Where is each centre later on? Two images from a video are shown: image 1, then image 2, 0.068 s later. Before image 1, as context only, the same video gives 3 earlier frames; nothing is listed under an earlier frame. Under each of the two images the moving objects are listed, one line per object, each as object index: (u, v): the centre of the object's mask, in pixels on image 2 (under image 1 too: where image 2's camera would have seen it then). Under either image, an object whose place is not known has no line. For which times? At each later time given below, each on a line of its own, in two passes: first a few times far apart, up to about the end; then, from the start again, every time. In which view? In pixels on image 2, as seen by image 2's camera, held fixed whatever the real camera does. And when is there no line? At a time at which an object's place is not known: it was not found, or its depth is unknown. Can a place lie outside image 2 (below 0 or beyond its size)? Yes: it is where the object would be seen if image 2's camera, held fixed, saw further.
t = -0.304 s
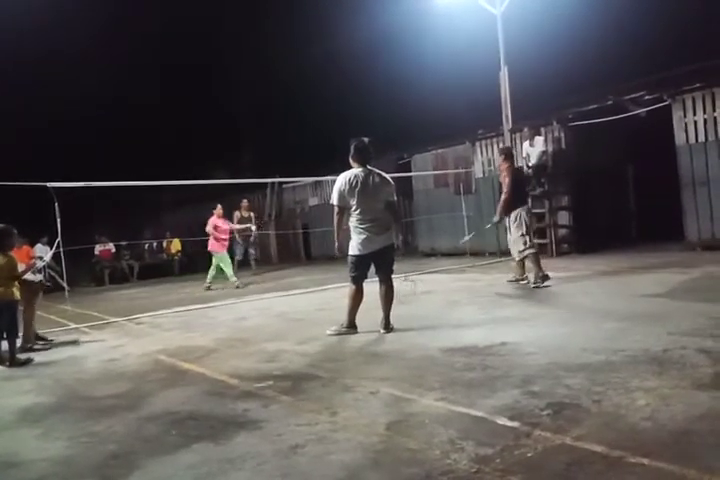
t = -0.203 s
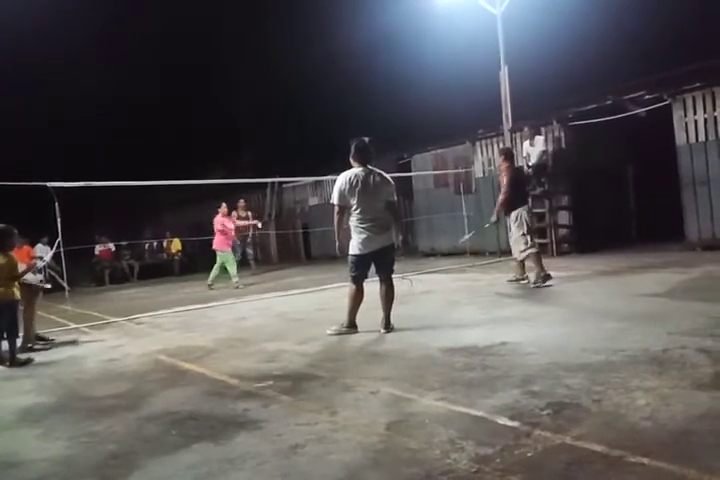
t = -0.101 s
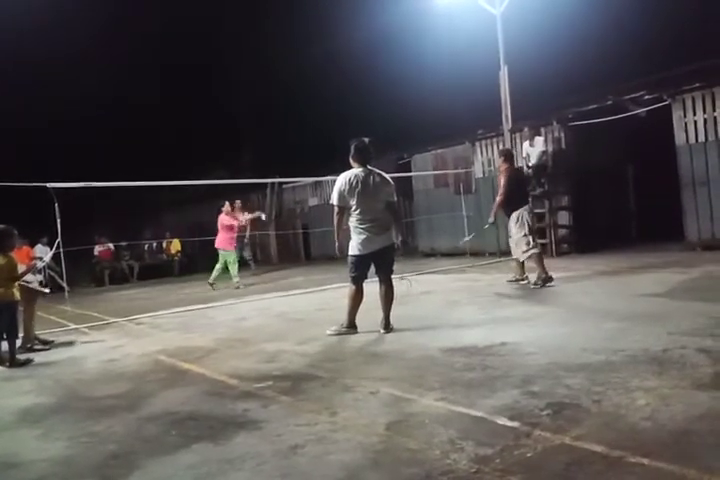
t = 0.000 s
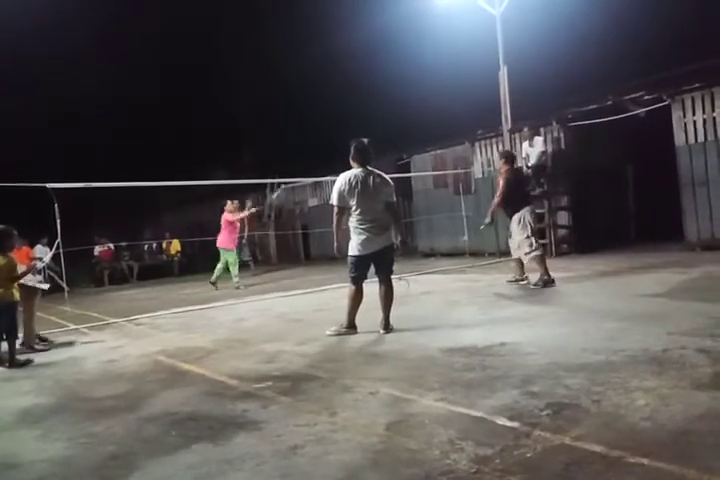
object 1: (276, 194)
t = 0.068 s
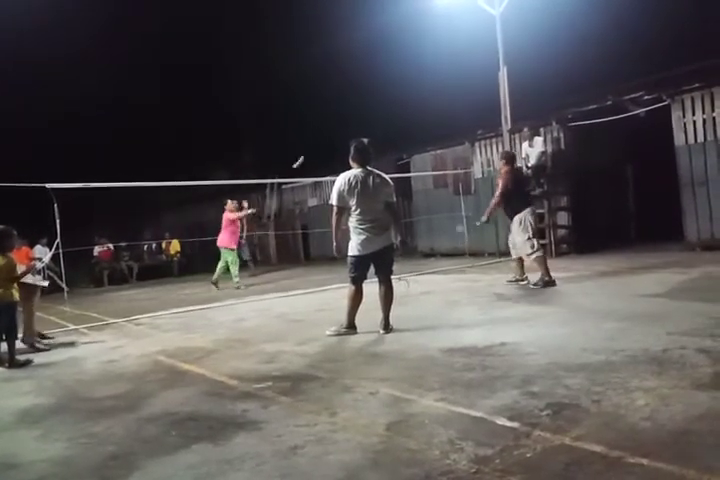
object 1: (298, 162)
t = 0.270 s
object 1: (349, 103)
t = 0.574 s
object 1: (415, 73)
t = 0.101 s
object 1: (307, 150)
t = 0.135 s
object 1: (316, 137)
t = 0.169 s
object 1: (323, 128)
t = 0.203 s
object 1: (332, 119)
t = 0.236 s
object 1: (341, 110)
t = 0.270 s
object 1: (349, 103)
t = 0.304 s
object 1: (356, 97)
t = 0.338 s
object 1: (362, 90)
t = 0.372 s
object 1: (369, 84)
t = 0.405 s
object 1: (377, 80)
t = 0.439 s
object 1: (384, 76)
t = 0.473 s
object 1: (391, 74)
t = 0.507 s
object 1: (400, 73)
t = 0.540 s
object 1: (407, 73)
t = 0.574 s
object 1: (415, 73)
